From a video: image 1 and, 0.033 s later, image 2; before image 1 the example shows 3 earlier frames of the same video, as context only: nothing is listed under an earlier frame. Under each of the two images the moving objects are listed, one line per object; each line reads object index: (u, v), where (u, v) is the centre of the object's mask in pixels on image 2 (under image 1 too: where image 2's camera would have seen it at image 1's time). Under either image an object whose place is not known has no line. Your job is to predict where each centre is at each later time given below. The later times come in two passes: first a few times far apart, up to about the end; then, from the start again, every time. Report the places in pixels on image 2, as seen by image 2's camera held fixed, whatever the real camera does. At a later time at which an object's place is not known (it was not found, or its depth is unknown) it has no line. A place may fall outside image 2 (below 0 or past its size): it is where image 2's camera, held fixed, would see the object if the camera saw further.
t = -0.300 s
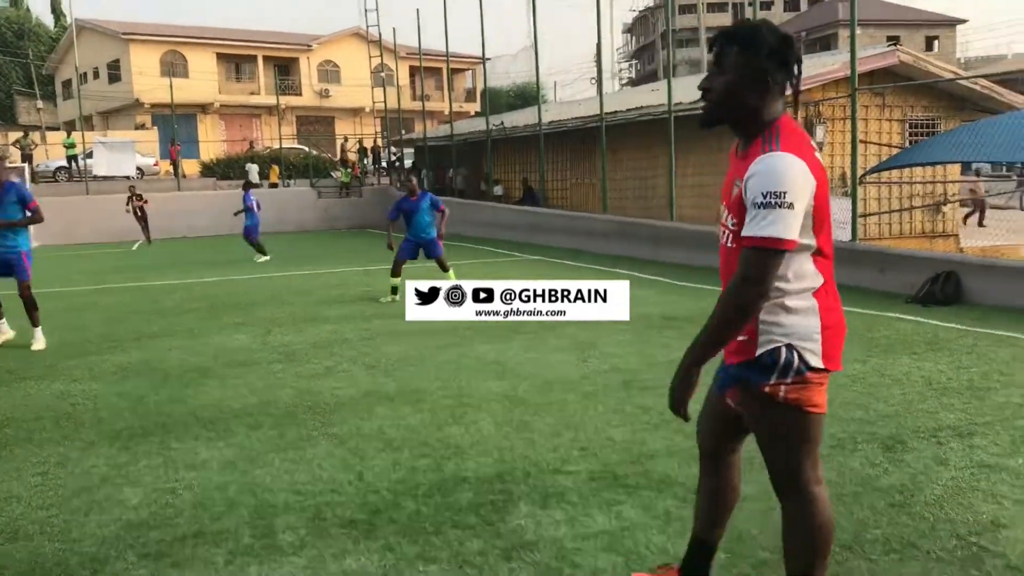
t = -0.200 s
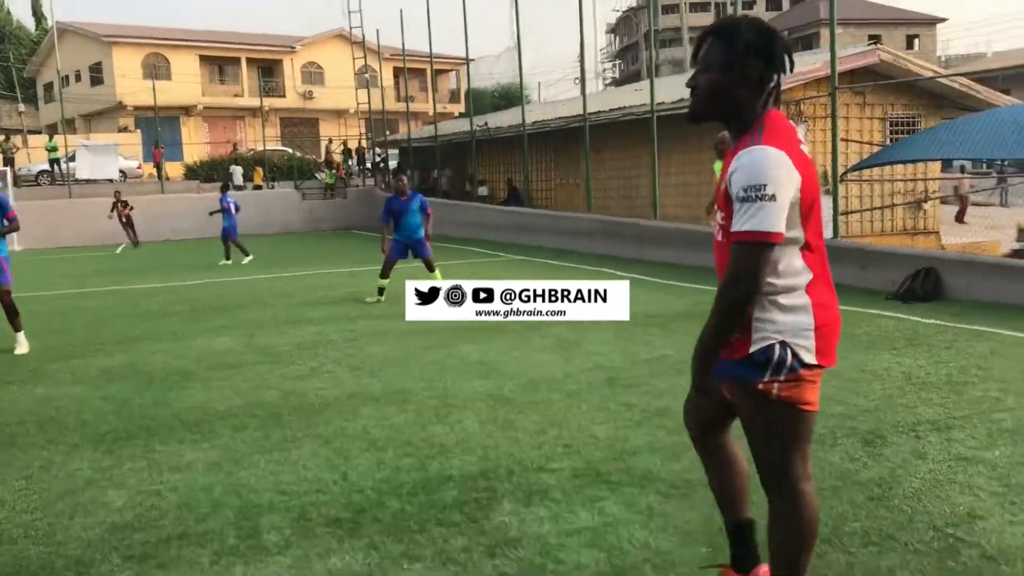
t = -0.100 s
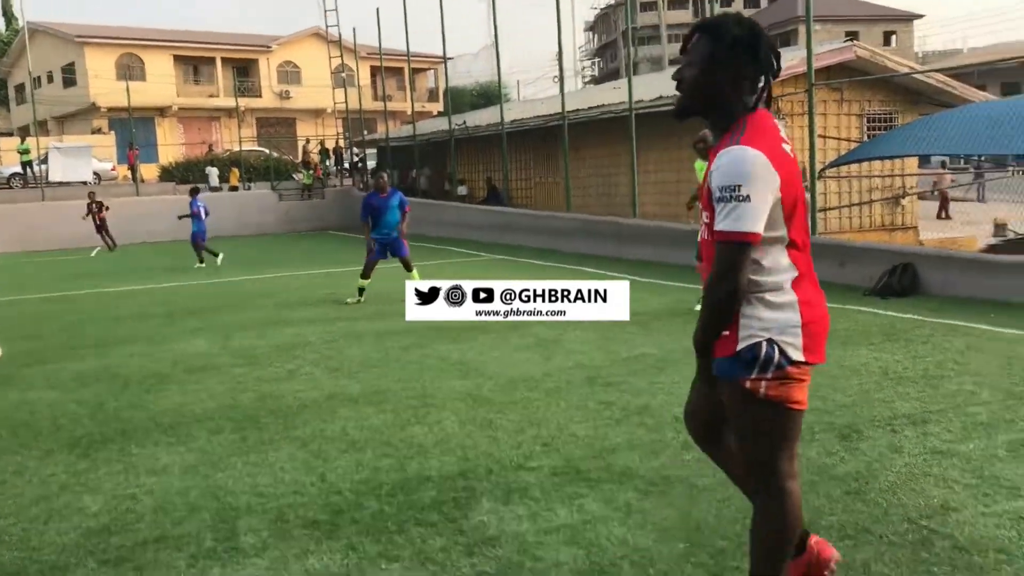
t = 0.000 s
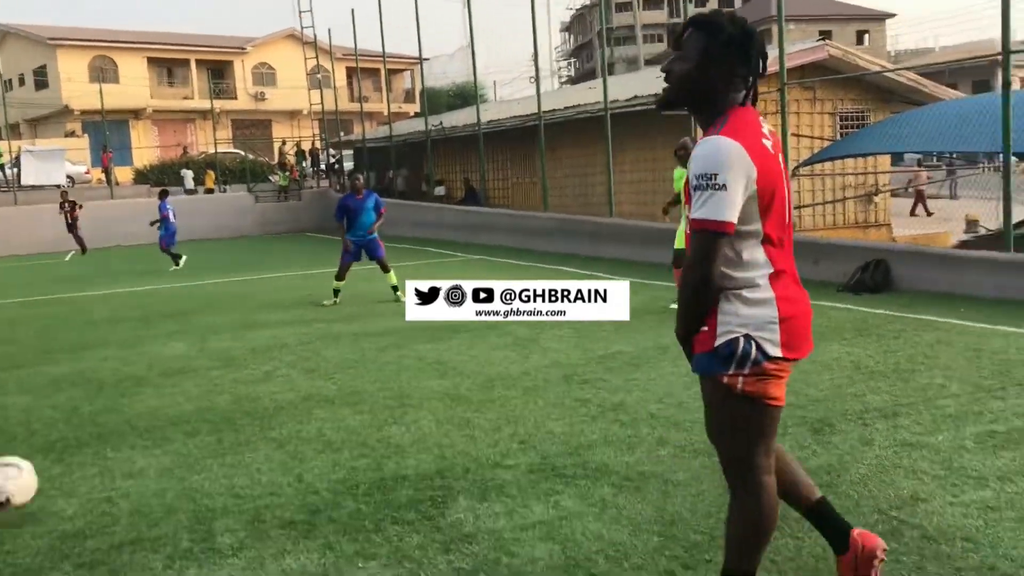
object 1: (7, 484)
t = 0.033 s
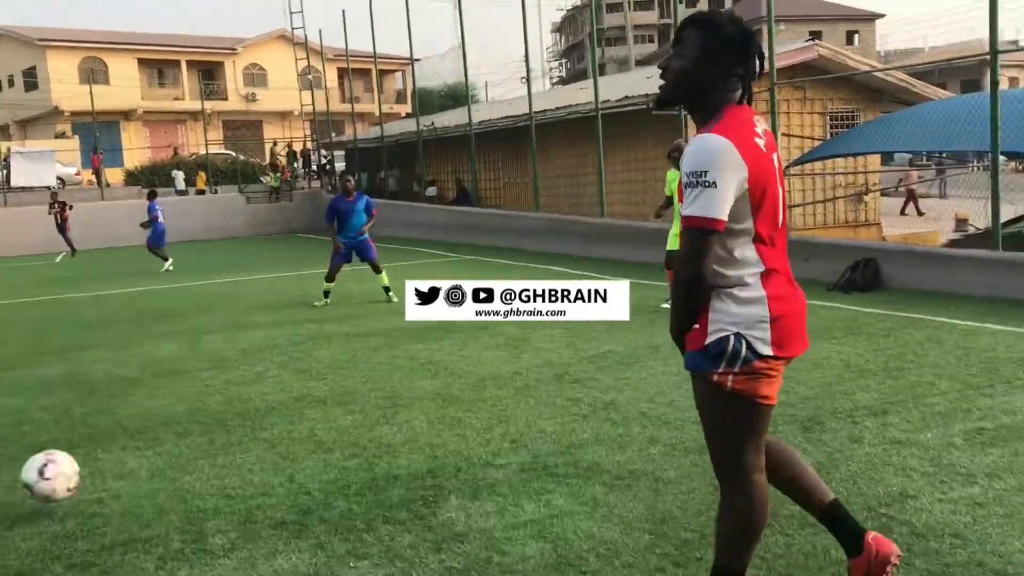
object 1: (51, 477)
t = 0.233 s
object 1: (306, 419)
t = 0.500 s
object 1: (544, 377)
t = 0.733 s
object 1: (690, 341)
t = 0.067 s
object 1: (103, 471)
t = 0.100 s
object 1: (150, 470)
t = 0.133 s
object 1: (191, 455)
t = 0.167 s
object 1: (230, 439)
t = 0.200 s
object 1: (270, 427)
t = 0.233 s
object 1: (306, 419)
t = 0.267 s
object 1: (340, 412)
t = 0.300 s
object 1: (375, 406)
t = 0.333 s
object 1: (408, 405)
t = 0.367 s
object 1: (438, 407)
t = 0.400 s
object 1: (467, 400)
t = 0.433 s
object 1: (495, 388)
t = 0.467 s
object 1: (520, 381)
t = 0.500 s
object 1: (544, 377)
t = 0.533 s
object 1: (568, 375)
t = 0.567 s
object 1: (591, 371)
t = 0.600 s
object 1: (613, 366)
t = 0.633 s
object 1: (634, 357)
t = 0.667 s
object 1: (653, 349)
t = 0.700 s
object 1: (672, 344)
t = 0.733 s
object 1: (690, 341)
